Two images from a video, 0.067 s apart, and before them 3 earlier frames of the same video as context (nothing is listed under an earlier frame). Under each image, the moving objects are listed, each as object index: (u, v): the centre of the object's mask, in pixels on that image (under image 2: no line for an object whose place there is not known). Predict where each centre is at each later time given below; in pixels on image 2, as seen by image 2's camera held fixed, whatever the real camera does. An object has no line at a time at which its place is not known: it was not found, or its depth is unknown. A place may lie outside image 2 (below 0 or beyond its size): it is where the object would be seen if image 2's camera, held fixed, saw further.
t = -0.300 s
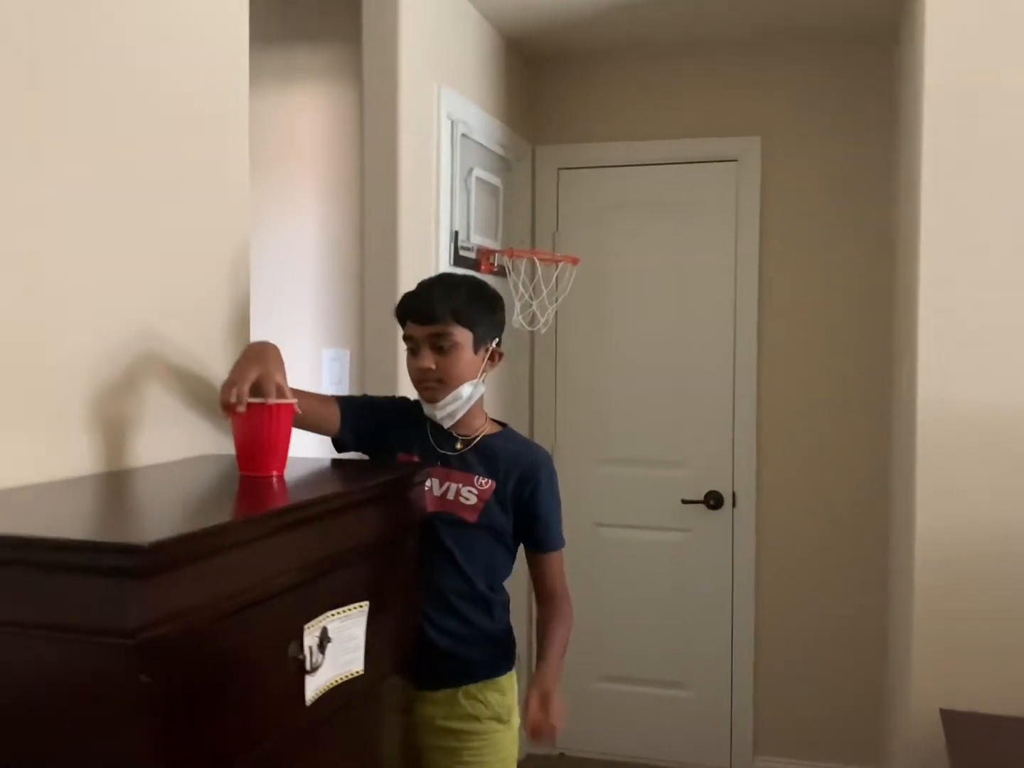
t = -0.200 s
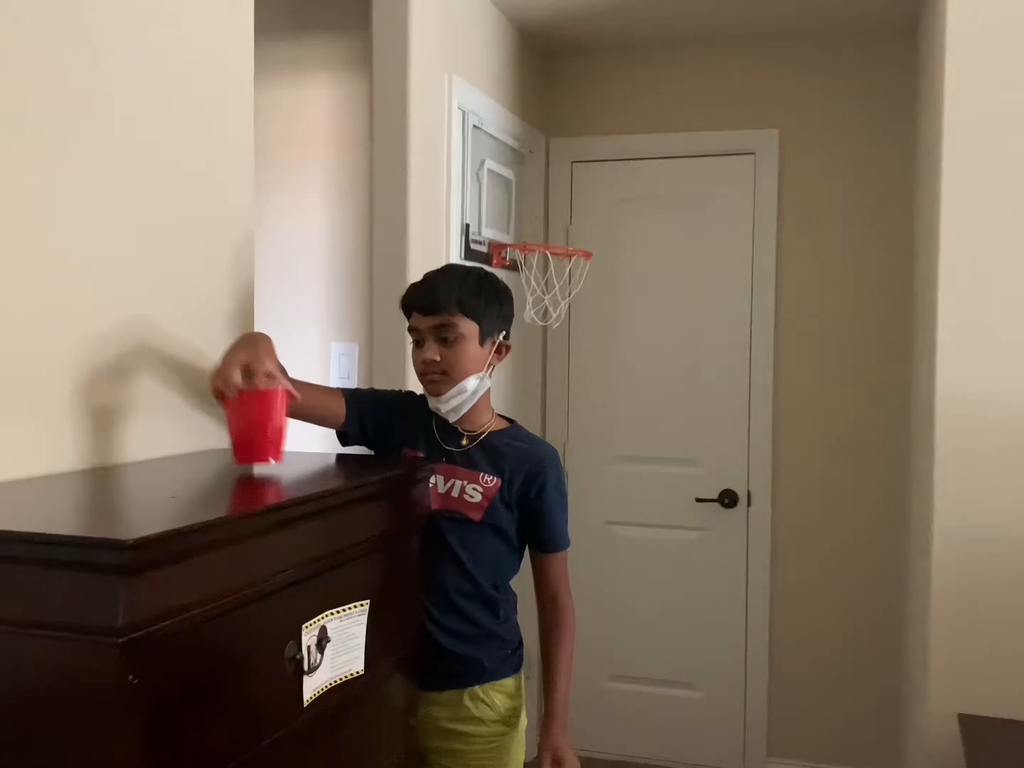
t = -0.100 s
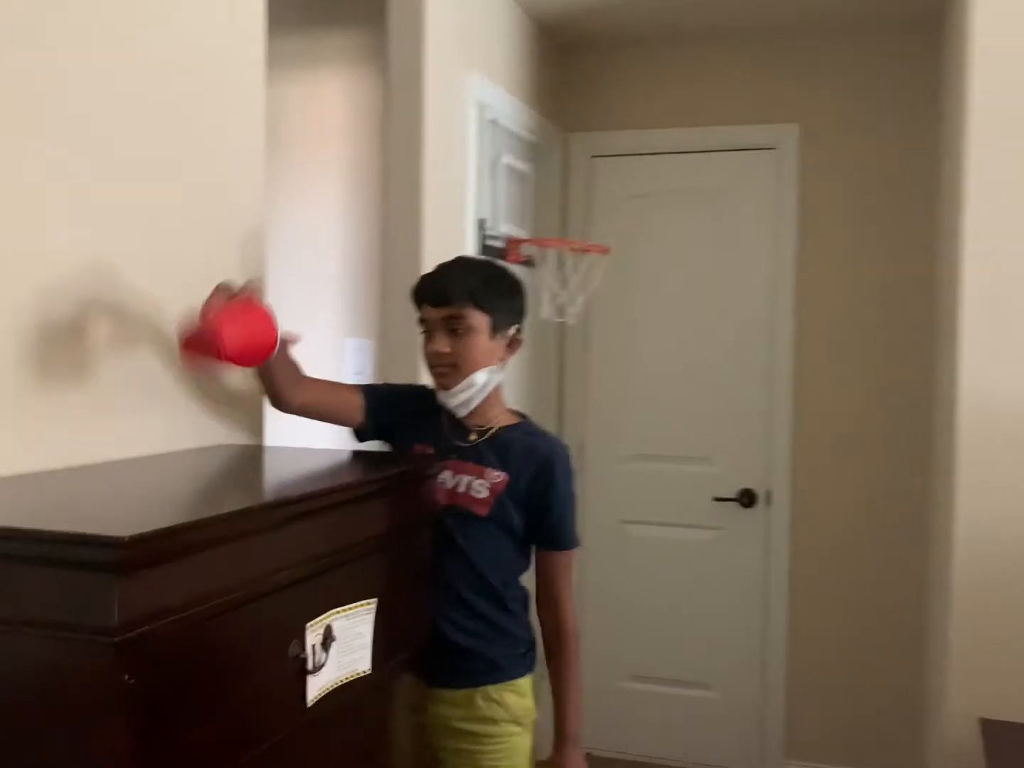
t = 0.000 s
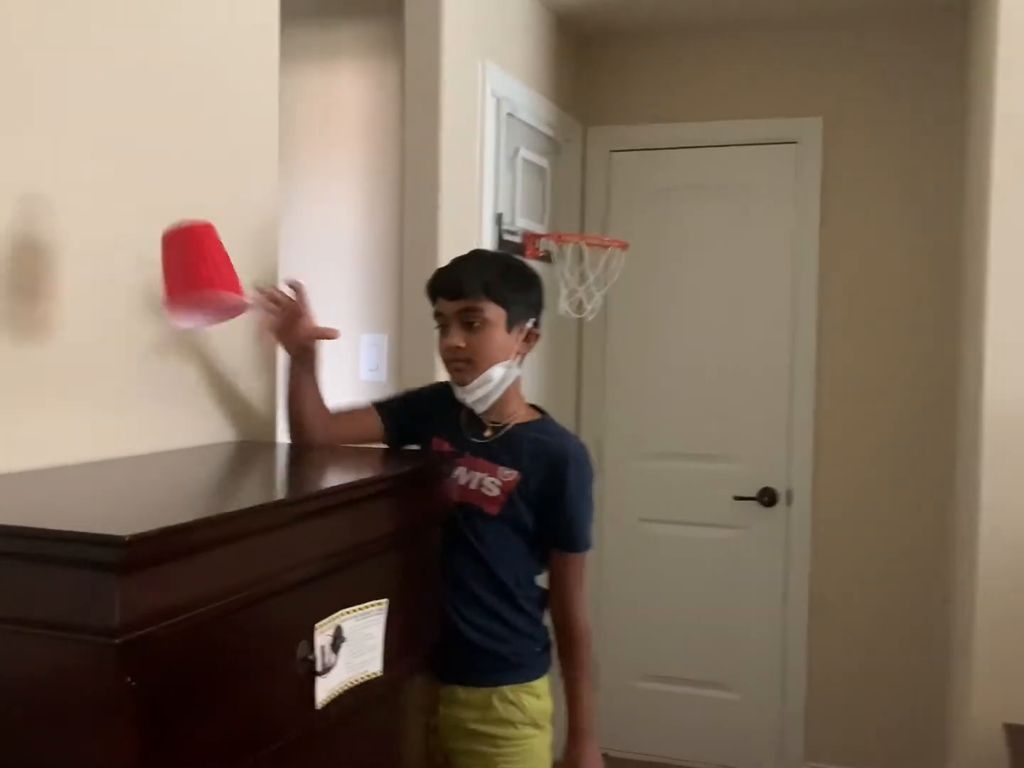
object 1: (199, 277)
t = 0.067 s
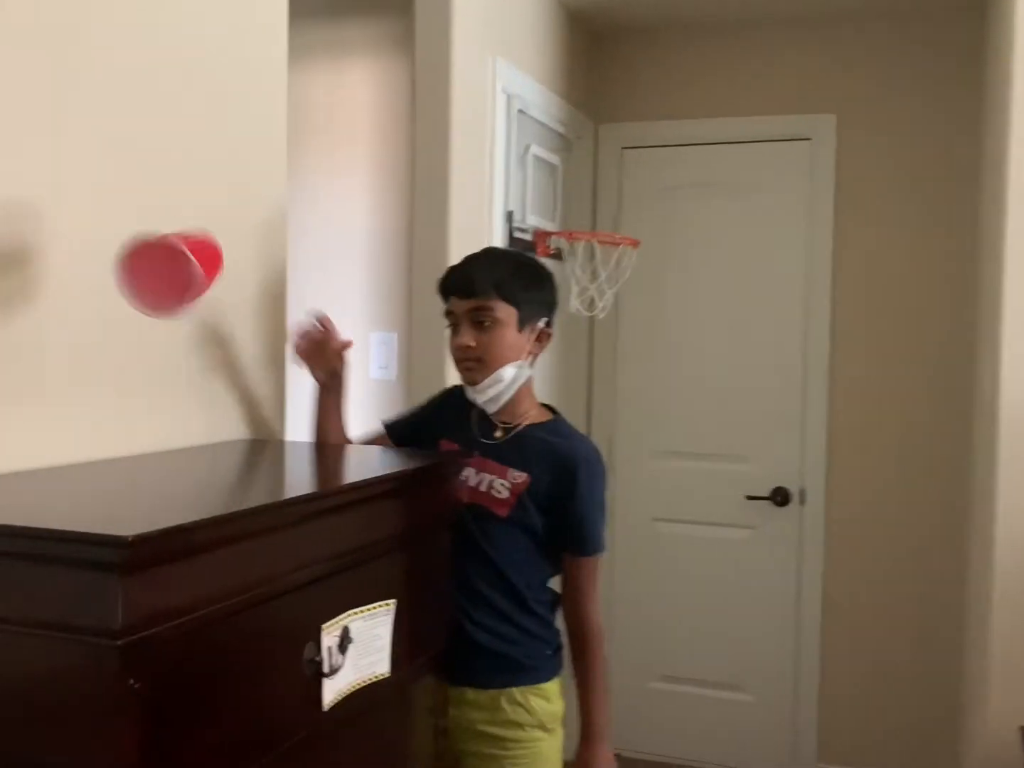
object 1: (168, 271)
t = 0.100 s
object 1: (154, 272)
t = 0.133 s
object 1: (146, 290)
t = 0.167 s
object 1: (136, 325)
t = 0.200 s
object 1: (124, 357)
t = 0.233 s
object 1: (113, 408)
